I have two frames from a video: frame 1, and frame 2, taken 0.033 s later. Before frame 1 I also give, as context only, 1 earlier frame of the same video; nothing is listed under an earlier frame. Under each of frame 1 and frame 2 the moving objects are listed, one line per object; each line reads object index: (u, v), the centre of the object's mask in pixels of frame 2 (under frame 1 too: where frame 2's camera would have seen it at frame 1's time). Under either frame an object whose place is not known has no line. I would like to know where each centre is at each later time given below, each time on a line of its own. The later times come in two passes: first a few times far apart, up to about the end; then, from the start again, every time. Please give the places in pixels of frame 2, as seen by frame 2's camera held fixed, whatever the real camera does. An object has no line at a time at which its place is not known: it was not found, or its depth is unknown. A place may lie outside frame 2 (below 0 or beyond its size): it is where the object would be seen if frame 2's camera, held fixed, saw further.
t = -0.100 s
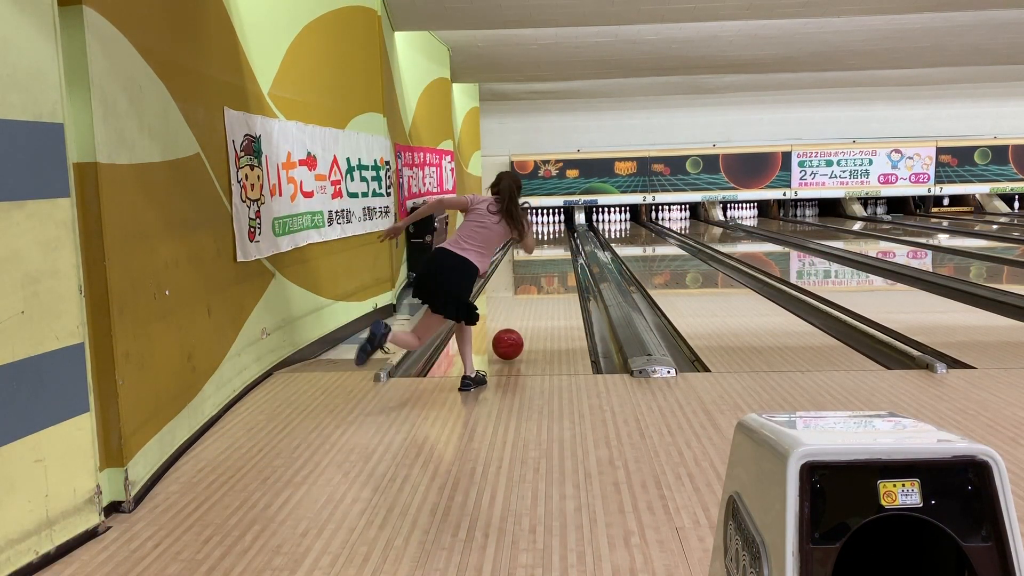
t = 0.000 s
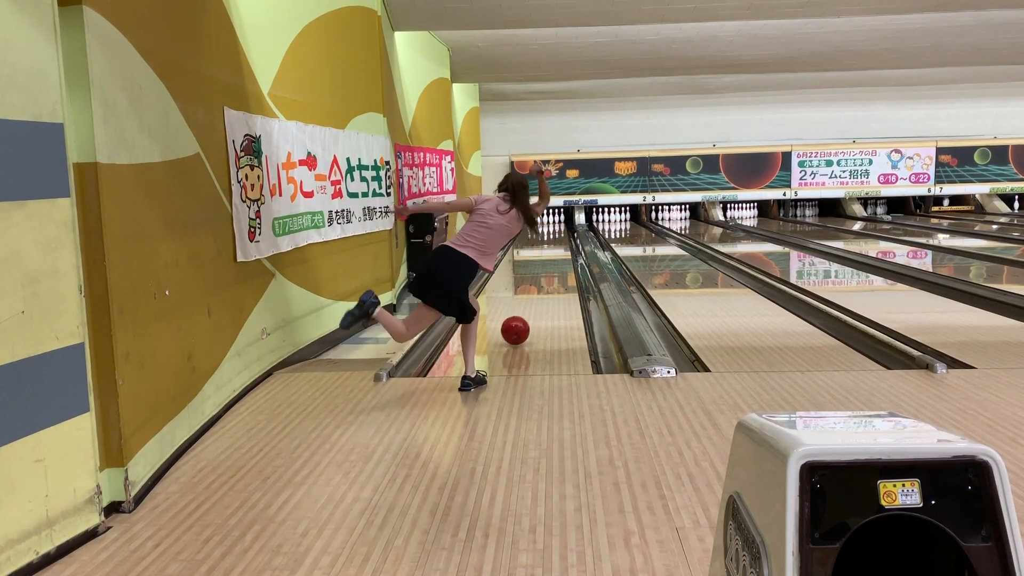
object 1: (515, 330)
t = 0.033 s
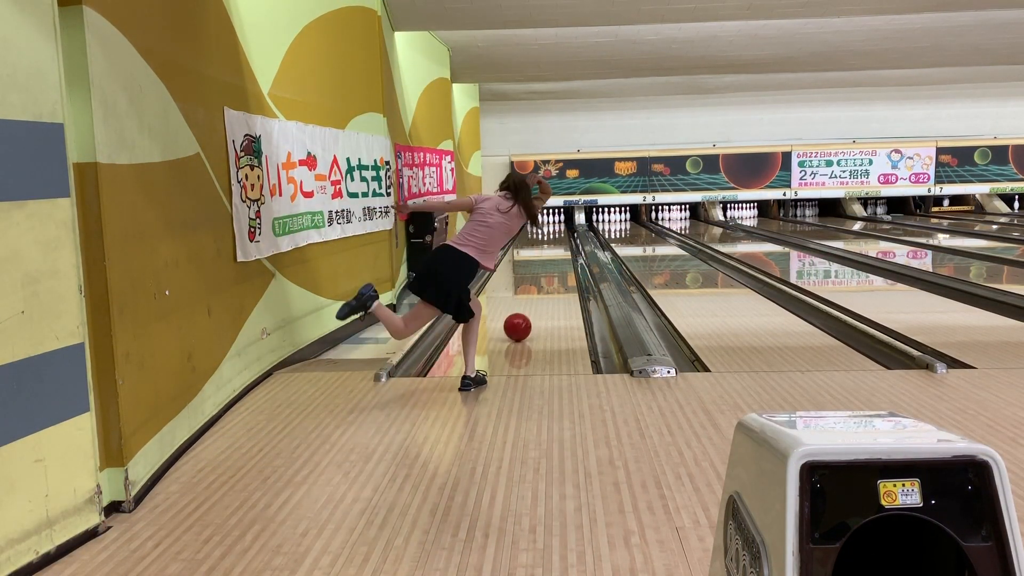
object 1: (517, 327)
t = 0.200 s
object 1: (527, 308)
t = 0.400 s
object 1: (535, 291)
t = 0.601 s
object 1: (541, 278)
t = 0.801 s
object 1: (546, 268)
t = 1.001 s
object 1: (550, 260)
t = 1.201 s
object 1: (553, 253)
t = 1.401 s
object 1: (555, 247)
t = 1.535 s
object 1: (556, 244)
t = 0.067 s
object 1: (519, 323)
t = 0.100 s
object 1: (522, 319)
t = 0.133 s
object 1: (523, 315)
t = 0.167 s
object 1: (525, 312)
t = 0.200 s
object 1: (527, 308)
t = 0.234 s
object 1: (528, 305)
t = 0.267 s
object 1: (530, 302)
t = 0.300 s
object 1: (531, 299)
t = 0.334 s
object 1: (532, 297)
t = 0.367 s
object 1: (534, 294)
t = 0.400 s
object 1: (535, 291)
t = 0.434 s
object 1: (536, 289)
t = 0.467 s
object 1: (537, 287)
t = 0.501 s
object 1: (539, 284)
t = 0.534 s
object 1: (539, 282)
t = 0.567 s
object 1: (540, 280)
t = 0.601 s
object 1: (541, 278)
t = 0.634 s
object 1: (542, 277)
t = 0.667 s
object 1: (543, 275)
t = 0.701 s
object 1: (544, 273)
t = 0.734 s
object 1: (545, 272)
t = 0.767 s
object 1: (545, 270)
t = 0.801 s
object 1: (546, 268)
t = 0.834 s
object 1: (547, 267)
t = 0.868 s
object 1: (548, 265)
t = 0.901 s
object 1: (548, 264)
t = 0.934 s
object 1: (549, 262)
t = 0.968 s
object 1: (549, 261)
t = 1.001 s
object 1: (550, 260)
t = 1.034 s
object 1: (550, 259)
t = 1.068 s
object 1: (551, 257)
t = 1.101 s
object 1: (552, 256)
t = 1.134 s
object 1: (552, 255)
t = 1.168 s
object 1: (552, 254)
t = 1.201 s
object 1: (553, 253)
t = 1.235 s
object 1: (553, 252)
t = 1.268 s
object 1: (554, 251)
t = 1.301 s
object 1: (554, 250)
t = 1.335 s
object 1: (554, 249)
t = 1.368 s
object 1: (555, 248)
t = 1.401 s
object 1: (555, 247)
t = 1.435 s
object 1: (556, 246)
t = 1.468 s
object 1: (556, 245)
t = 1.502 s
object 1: (556, 245)
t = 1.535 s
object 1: (556, 244)
